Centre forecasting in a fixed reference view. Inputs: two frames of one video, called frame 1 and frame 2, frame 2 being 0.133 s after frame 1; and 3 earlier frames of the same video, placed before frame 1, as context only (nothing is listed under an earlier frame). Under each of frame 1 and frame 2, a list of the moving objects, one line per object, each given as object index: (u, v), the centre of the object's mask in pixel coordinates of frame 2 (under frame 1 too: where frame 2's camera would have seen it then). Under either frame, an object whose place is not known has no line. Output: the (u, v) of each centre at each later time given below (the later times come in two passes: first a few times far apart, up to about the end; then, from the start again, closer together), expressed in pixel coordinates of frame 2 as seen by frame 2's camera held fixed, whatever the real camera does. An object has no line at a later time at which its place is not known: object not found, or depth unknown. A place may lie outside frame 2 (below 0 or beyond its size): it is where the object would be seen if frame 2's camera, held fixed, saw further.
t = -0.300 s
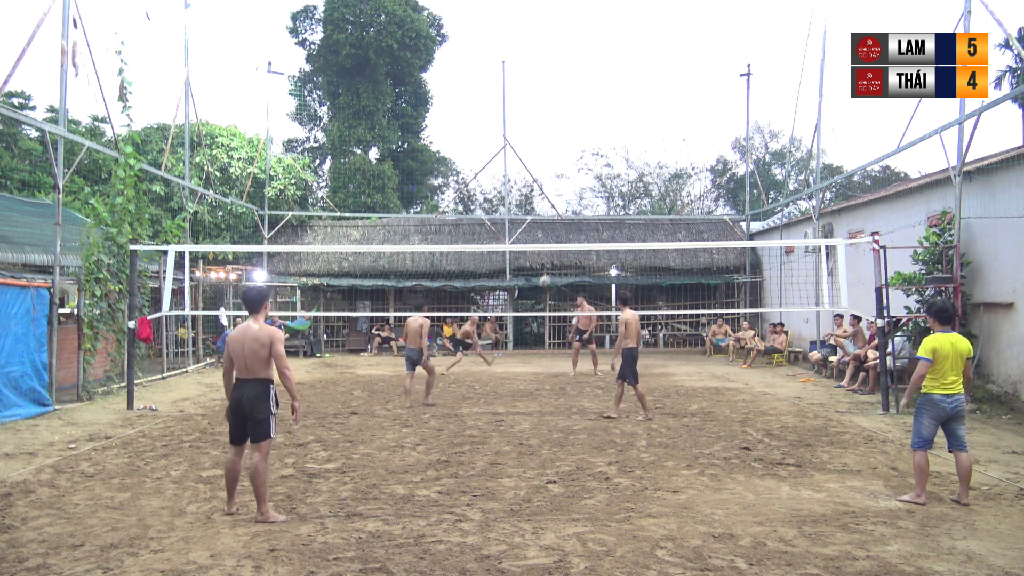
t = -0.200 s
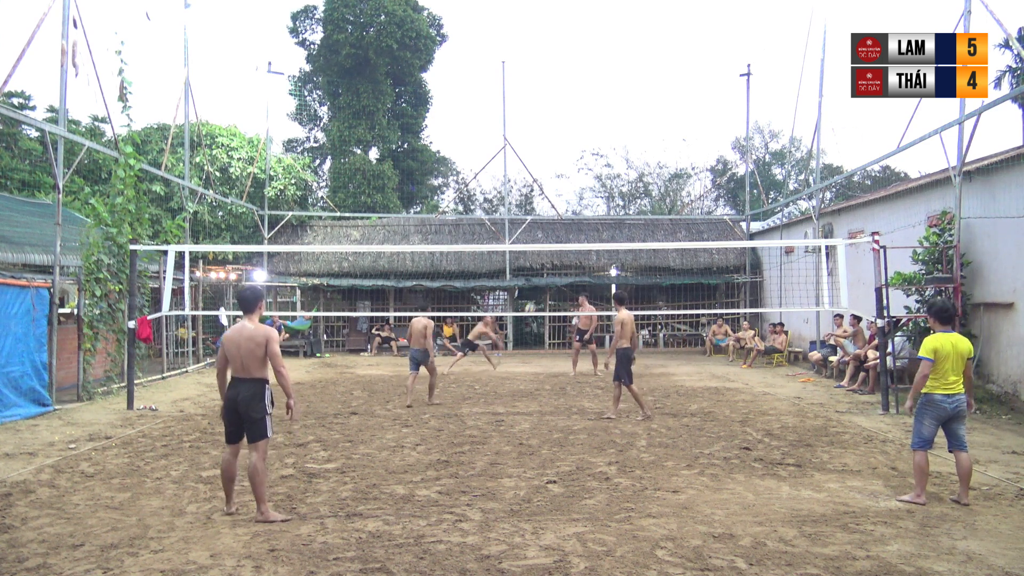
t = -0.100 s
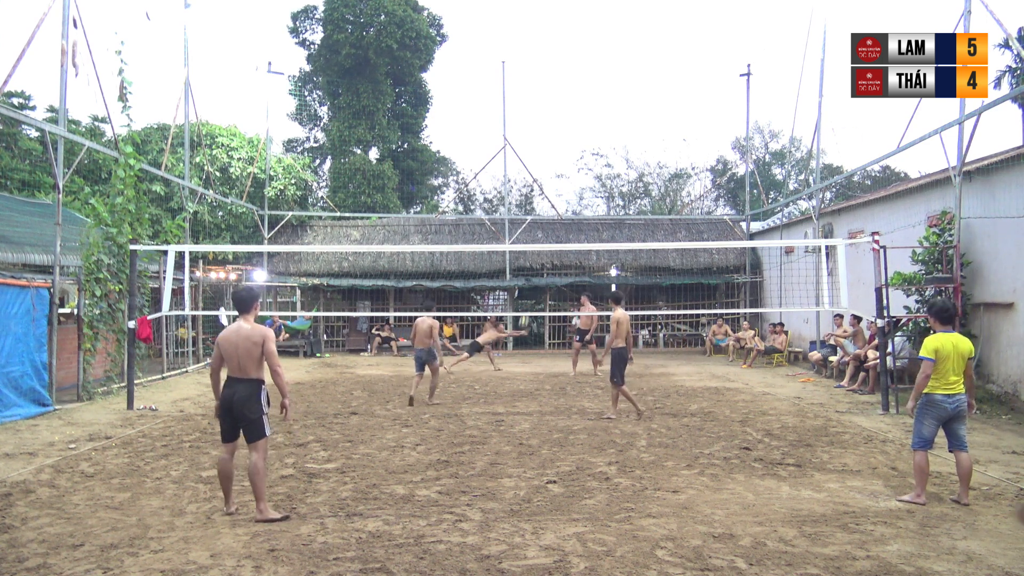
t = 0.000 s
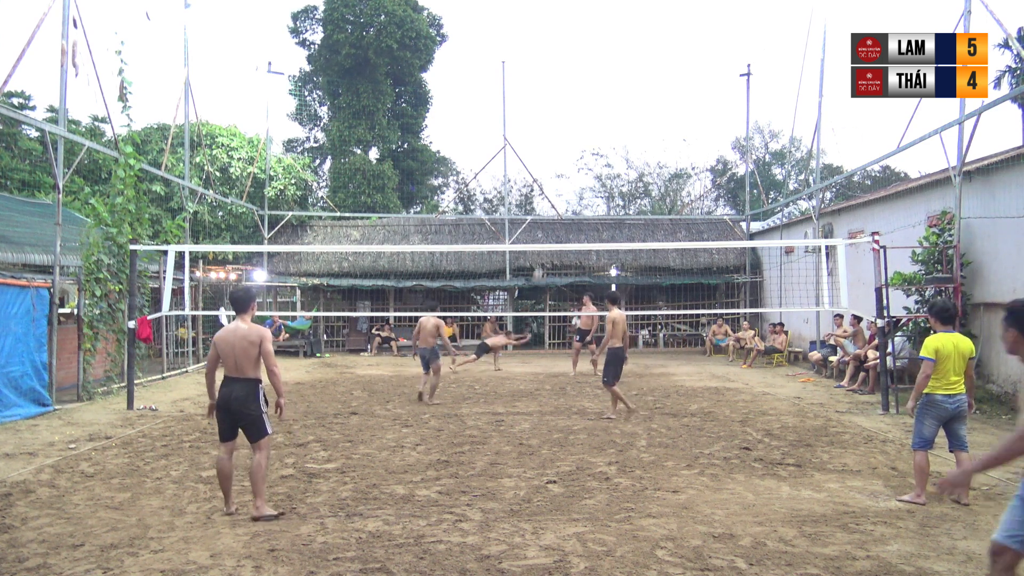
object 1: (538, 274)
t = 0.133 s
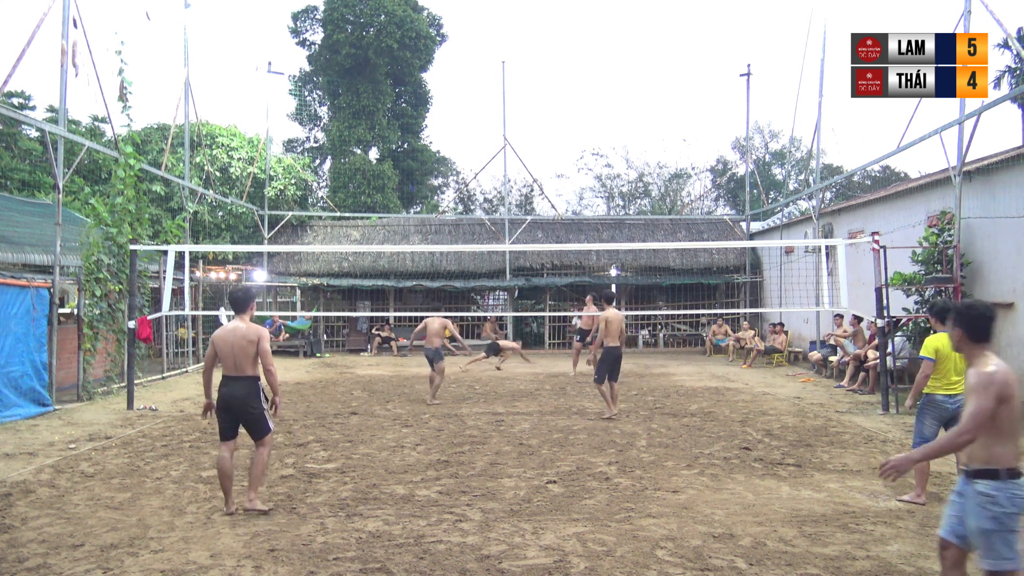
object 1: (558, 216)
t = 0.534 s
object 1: (608, 84)
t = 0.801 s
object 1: (645, 30)
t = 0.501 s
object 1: (604, 92)
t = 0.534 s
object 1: (608, 84)
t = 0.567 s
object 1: (615, 71)
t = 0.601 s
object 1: (617, 67)
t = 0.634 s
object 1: (622, 60)
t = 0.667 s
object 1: (626, 53)
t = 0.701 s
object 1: (631, 46)
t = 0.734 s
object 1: (635, 40)
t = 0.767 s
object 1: (640, 35)
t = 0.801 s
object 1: (645, 30)
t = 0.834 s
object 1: (650, 26)
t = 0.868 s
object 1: (655, 21)
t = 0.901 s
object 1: (659, 18)
